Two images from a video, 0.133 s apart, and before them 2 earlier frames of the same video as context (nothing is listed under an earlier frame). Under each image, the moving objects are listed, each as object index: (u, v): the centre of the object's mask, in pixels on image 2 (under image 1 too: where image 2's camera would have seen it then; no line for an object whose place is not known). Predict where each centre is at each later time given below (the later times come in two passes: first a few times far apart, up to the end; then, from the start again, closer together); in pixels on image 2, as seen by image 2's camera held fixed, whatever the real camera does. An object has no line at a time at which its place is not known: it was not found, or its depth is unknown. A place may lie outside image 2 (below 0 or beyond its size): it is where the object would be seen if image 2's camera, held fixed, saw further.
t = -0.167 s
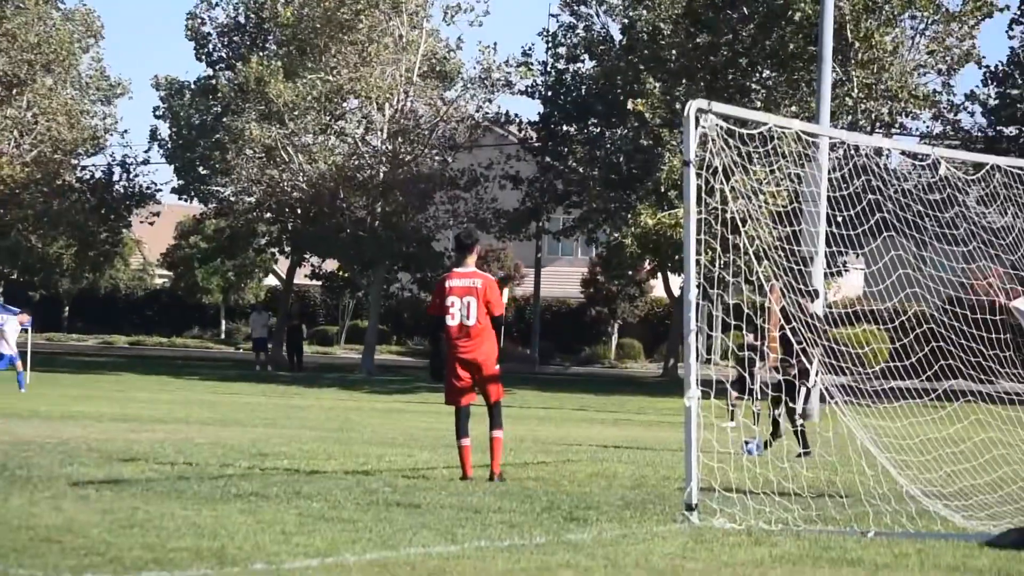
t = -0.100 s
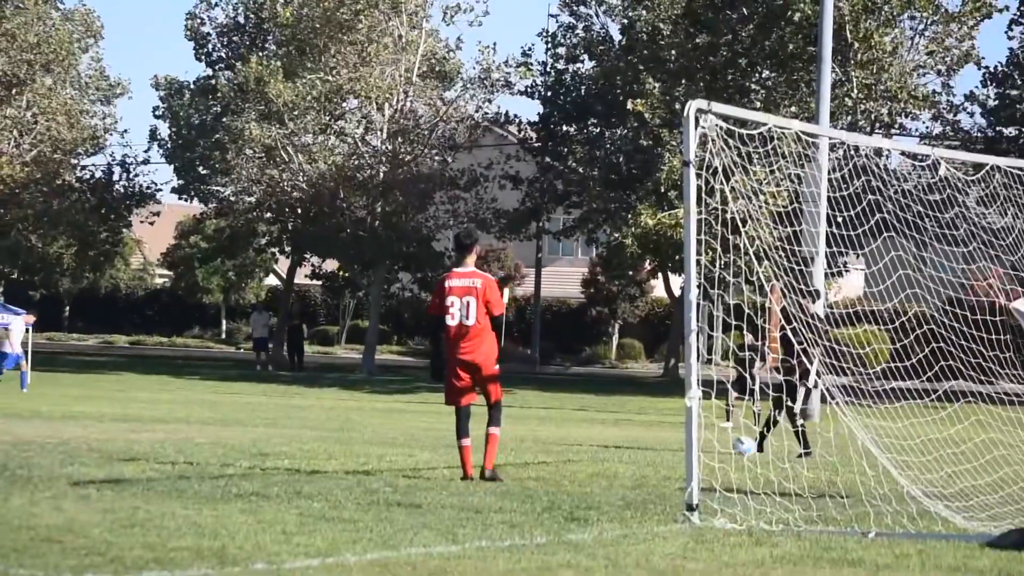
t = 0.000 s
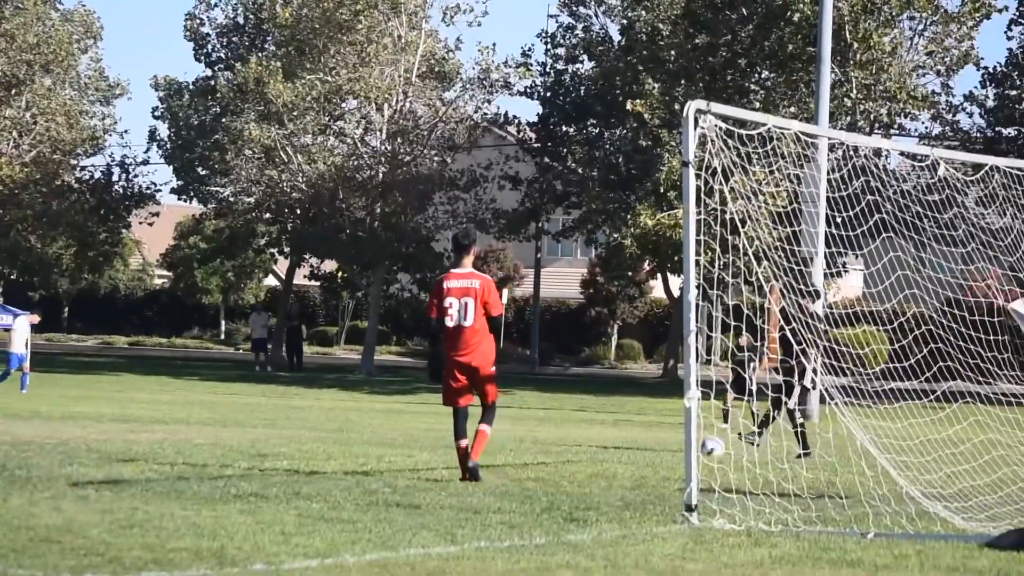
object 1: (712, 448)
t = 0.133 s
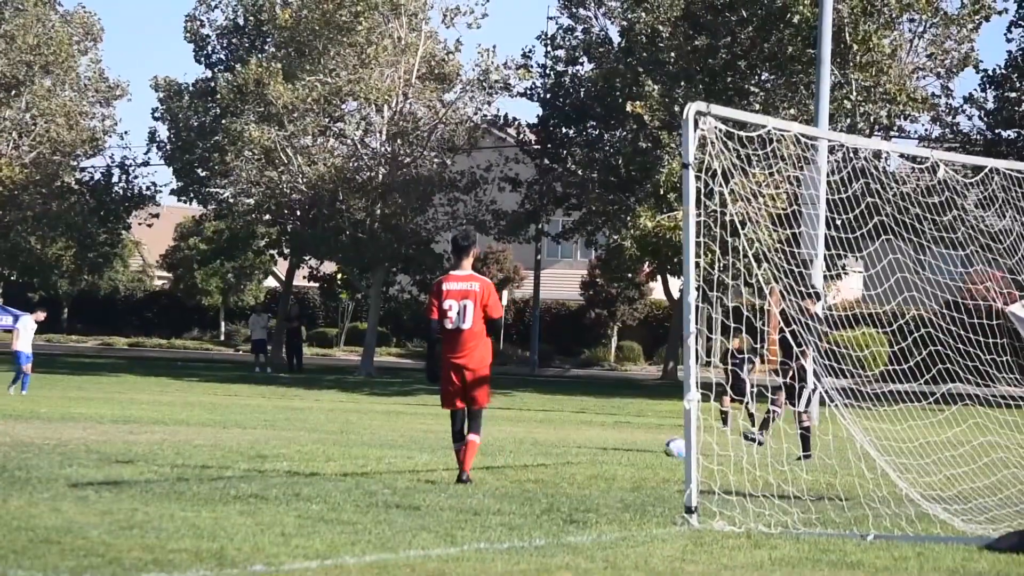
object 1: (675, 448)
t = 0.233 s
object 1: (651, 449)
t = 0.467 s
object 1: (604, 451)
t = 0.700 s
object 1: (571, 450)
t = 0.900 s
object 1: (543, 453)
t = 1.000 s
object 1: (531, 453)
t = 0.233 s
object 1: (651, 449)
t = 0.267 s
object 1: (644, 449)
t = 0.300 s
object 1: (636, 448)
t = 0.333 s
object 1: (630, 449)
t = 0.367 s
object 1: (623, 449)
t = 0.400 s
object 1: (616, 450)
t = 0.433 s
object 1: (609, 451)
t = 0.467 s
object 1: (604, 451)
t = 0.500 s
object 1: (599, 450)
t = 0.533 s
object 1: (594, 449)
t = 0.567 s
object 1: (589, 450)
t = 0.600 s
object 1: (584, 451)
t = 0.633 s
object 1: (580, 452)
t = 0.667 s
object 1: (576, 451)
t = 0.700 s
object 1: (571, 450)
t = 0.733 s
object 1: (567, 449)
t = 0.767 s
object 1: (563, 450)
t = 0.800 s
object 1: (558, 450)
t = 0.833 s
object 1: (553, 452)
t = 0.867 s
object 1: (548, 452)
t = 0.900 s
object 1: (543, 453)
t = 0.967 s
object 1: (535, 453)
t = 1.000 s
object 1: (531, 453)
